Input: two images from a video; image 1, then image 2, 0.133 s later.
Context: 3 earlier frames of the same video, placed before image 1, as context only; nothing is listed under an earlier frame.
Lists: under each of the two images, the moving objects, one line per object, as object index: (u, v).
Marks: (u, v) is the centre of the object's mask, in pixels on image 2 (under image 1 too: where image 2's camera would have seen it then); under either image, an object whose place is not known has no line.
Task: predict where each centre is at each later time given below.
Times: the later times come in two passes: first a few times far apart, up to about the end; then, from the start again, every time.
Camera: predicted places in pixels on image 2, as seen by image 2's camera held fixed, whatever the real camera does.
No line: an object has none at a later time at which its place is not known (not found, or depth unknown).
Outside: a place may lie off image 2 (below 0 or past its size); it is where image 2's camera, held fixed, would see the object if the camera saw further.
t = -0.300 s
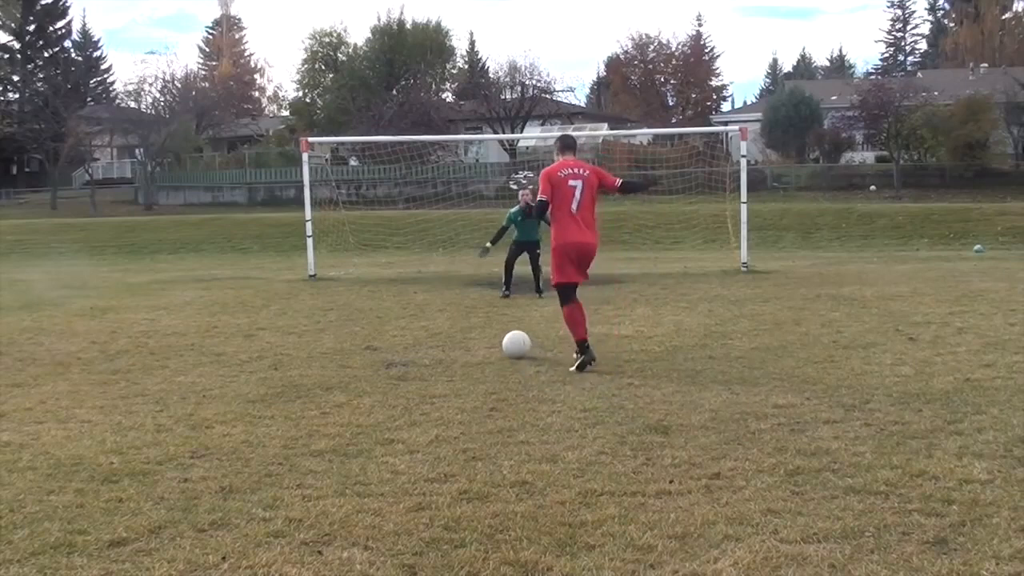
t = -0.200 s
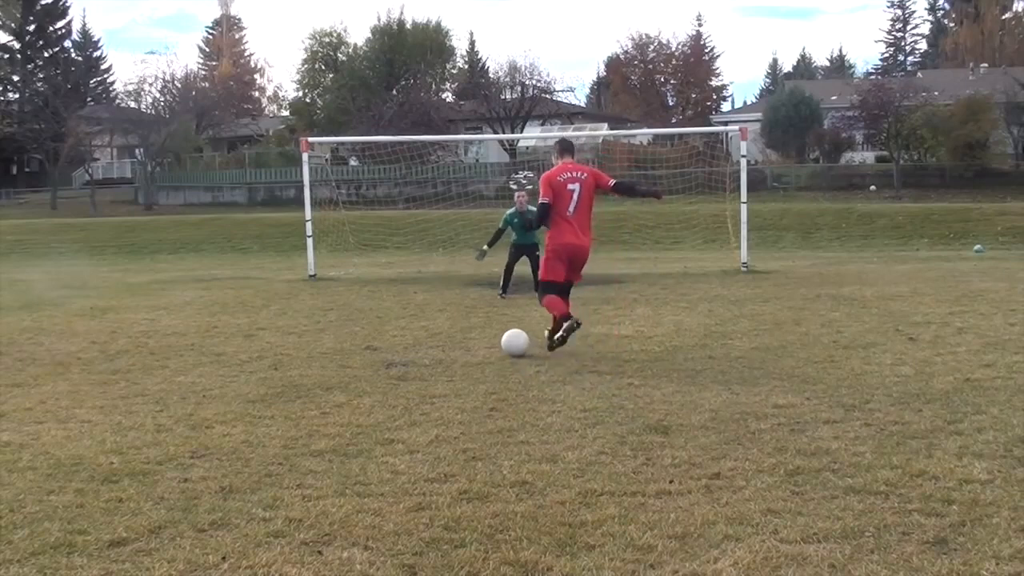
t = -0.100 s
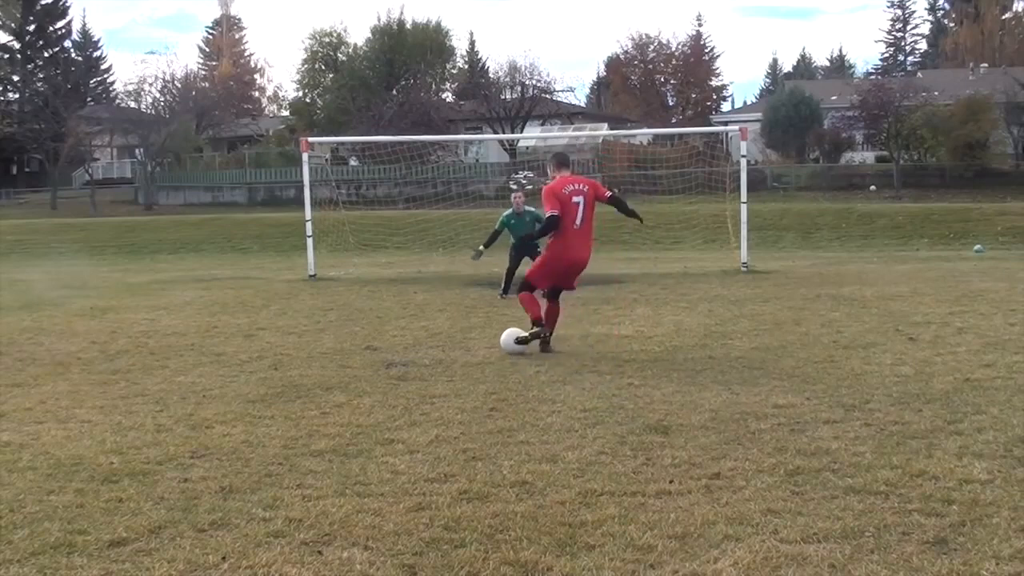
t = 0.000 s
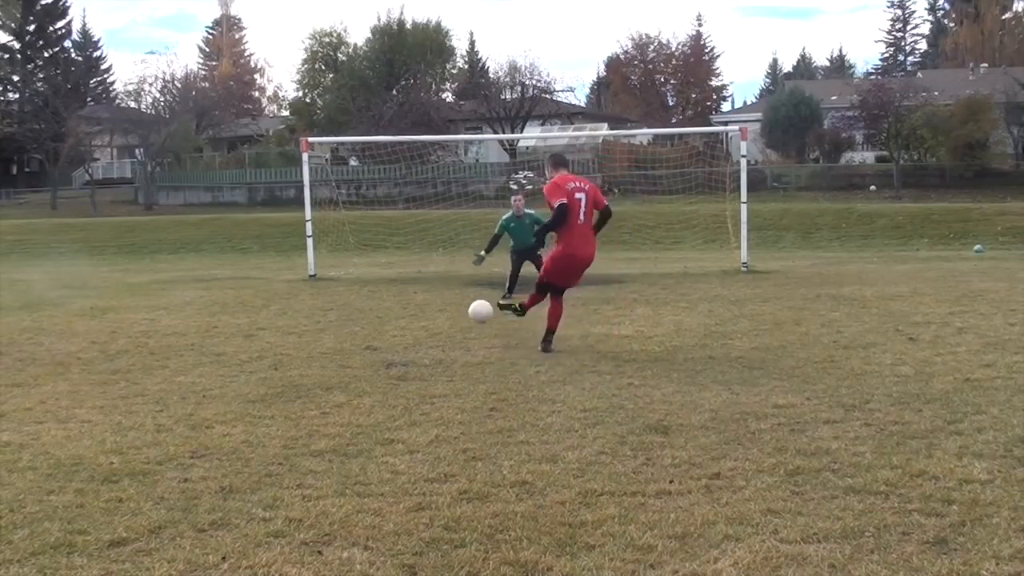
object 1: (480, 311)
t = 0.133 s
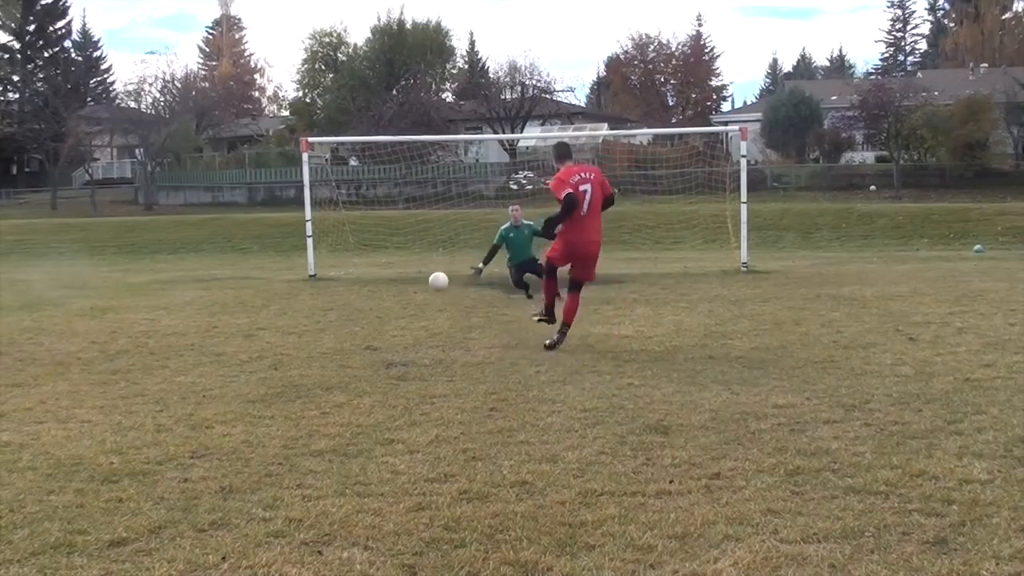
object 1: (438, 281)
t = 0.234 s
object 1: (420, 275)
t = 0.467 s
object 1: (403, 267)
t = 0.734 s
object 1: (387, 255)
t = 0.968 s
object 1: (372, 259)
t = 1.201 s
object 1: (366, 264)
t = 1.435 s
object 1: (364, 267)
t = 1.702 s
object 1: (361, 267)
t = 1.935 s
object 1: (359, 267)
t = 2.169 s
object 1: (359, 267)
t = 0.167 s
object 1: (431, 278)
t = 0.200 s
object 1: (425, 275)
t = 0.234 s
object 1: (420, 275)
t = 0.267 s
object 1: (416, 275)
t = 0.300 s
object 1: (412, 276)
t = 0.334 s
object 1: (409, 278)
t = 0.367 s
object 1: (407, 280)
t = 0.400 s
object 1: (405, 275)
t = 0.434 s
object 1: (404, 270)
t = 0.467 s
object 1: (403, 267)
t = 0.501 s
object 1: (402, 265)
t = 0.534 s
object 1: (401, 264)
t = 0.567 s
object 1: (400, 263)
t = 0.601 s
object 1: (399, 263)
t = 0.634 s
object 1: (397, 261)
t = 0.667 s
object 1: (395, 258)
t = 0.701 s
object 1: (391, 256)
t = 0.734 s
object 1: (387, 255)
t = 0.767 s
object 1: (384, 254)
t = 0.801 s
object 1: (380, 254)
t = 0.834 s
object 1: (377, 254)
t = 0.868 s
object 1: (376, 254)
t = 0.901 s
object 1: (374, 255)
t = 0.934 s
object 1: (373, 257)
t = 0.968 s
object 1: (372, 259)
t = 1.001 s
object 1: (370, 262)
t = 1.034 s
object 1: (369, 266)
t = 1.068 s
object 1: (368, 267)
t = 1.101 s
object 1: (368, 266)
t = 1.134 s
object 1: (367, 265)
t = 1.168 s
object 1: (367, 264)
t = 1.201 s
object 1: (366, 264)
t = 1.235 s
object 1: (366, 264)
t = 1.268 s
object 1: (366, 265)
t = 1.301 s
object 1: (365, 267)
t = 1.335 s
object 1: (365, 267)
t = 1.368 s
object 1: (365, 267)
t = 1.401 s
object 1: (364, 267)
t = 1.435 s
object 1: (364, 267)
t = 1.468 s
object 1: (363, 267)
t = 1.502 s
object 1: (363, 267)
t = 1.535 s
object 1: (362, 267)
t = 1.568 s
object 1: (362, 267)
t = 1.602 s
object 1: (362, 267)
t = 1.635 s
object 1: (361, 267)
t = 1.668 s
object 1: (361, 267)
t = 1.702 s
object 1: (361, 267)
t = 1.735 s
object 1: (360, 267)
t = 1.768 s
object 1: (360, 267)
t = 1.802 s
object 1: (360, 267)
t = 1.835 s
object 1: (360, 267)
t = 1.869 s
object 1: (360, 267)
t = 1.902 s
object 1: (360, 267)
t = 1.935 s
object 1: (359, 267)
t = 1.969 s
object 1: (359, 267)
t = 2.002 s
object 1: (359, 267)
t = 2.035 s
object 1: (359, 267)
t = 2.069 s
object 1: (359, 267)
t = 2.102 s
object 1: (359, 267)
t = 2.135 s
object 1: (359, 267)
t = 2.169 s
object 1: (359, 267)
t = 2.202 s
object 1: (359, 267)
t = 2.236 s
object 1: (359, 267)
